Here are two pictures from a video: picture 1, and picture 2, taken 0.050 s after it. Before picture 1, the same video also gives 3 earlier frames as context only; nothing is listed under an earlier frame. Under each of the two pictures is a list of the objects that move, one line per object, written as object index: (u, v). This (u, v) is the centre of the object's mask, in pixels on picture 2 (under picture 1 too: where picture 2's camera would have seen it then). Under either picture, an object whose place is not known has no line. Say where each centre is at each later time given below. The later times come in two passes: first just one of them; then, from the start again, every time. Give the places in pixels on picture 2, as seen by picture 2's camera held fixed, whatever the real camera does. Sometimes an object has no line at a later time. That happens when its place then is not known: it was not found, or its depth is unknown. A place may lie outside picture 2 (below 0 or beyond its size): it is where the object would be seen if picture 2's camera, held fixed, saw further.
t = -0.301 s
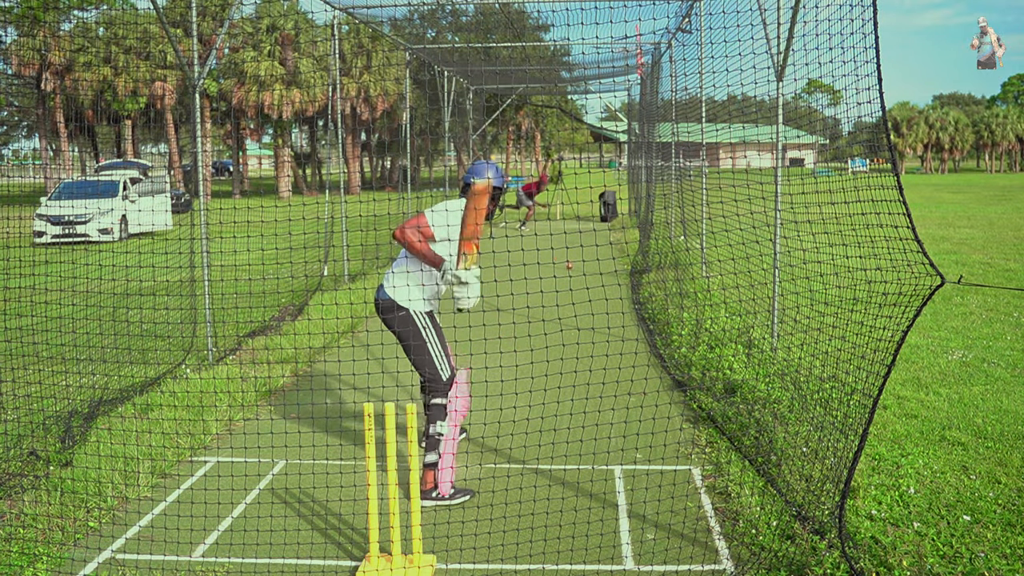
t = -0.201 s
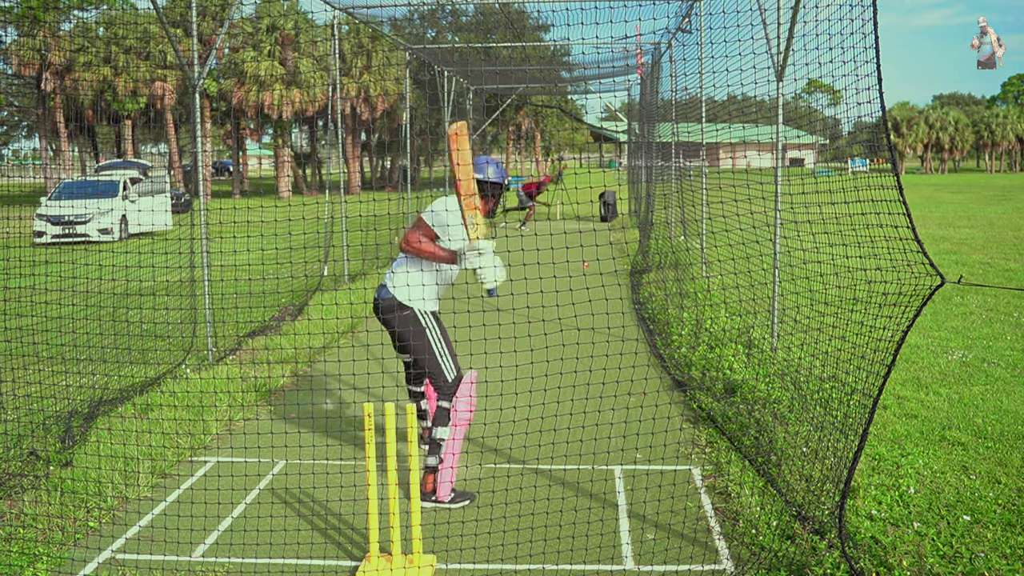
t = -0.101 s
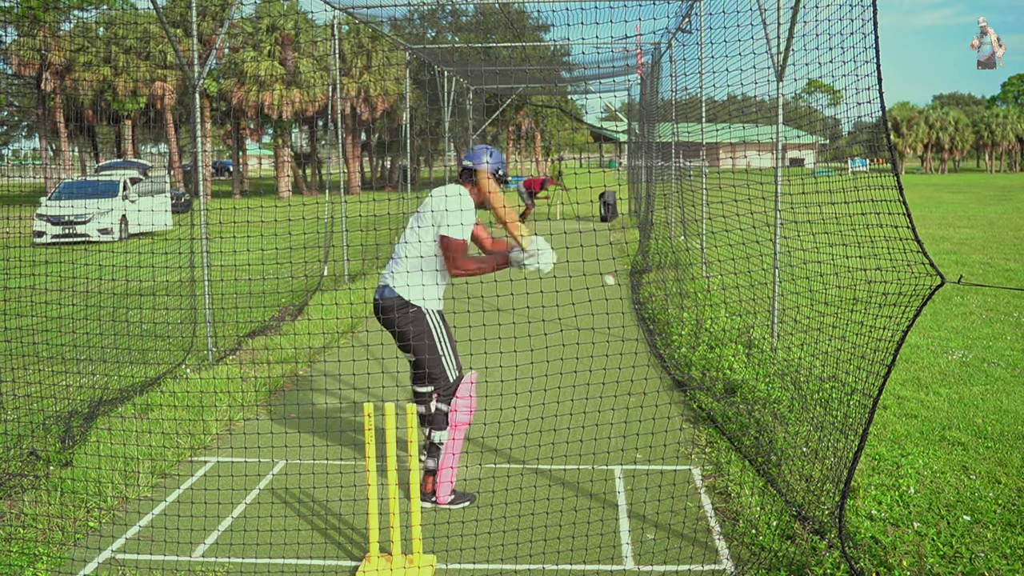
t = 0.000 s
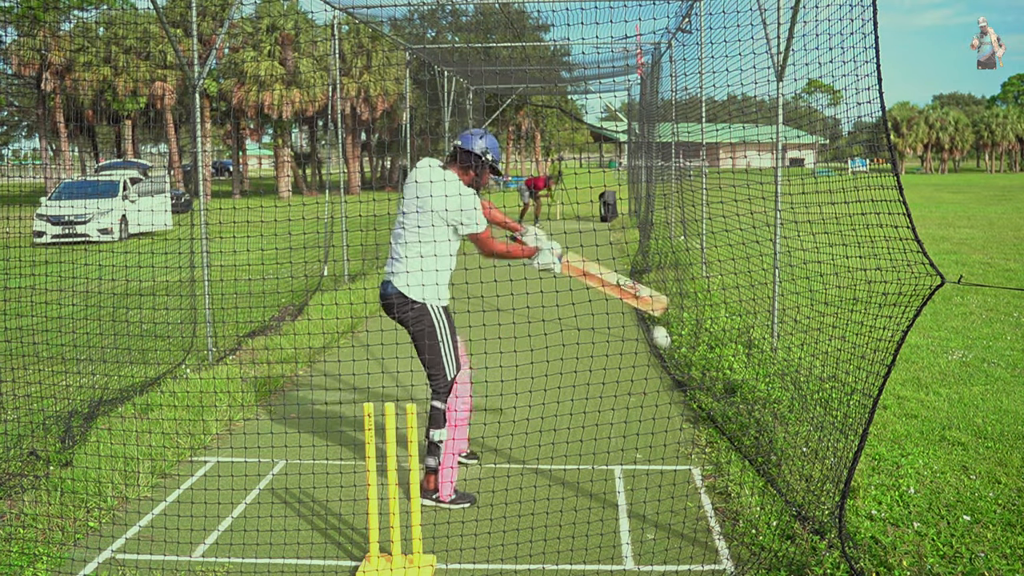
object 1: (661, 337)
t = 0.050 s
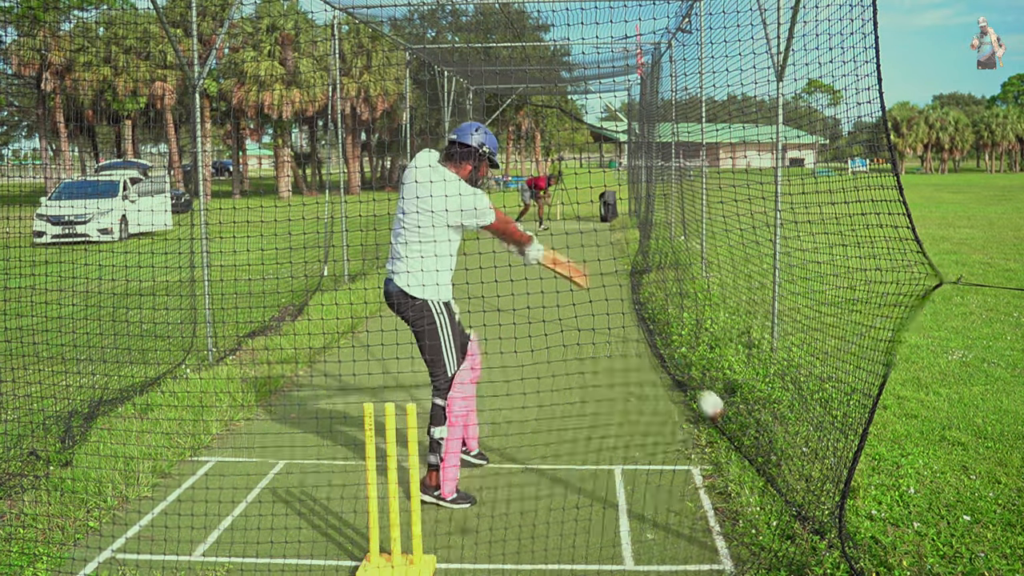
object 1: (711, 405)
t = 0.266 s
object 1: (651, 373)
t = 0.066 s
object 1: (722, 416)
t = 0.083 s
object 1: (729, 419)
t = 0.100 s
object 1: (733, 416)
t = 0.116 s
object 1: (733, 409)
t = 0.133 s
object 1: (729, 402)
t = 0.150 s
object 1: (722, 396)
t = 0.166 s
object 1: (712, 389)
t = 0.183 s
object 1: (702, 385)
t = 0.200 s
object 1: (691, 380)
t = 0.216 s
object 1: (681, 377)
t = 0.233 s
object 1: (671, 375)
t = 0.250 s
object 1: (661, 373)
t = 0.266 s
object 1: (651, 373)
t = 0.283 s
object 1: (642, 373)
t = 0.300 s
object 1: (632, 374)
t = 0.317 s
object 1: (622, 376)
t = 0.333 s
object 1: (613, 379)
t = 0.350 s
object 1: (604, 383)
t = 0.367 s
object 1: (595, 387)
